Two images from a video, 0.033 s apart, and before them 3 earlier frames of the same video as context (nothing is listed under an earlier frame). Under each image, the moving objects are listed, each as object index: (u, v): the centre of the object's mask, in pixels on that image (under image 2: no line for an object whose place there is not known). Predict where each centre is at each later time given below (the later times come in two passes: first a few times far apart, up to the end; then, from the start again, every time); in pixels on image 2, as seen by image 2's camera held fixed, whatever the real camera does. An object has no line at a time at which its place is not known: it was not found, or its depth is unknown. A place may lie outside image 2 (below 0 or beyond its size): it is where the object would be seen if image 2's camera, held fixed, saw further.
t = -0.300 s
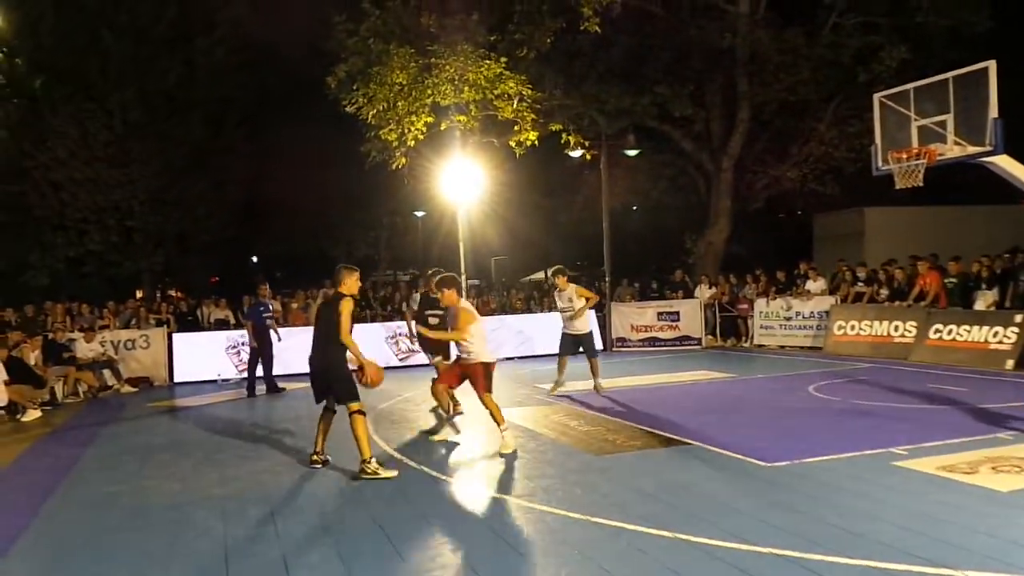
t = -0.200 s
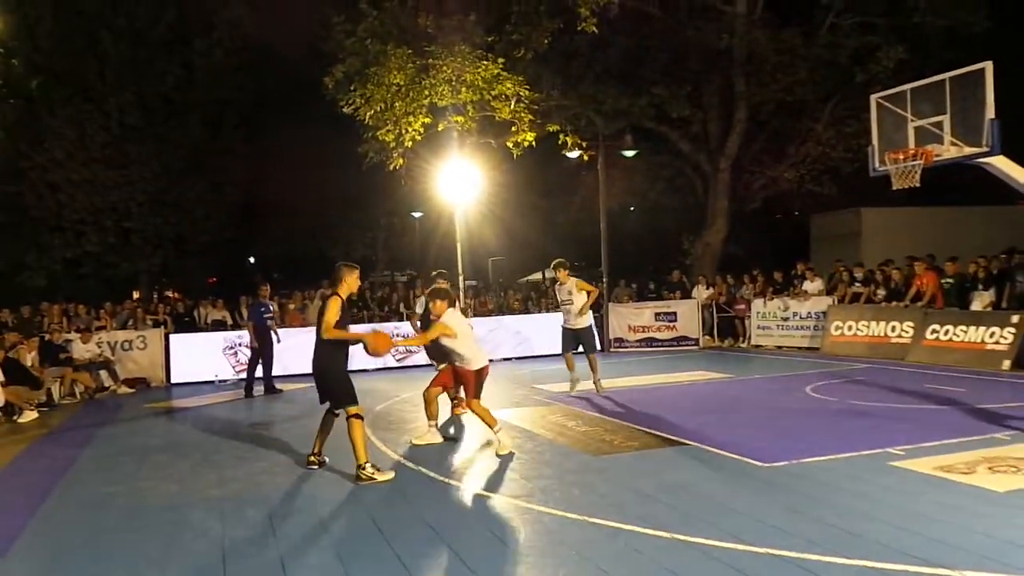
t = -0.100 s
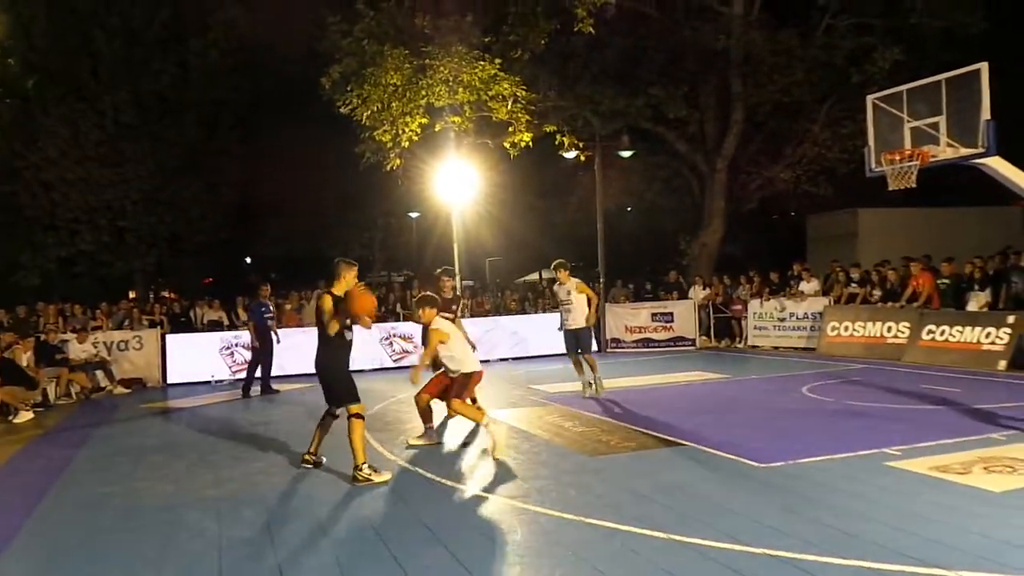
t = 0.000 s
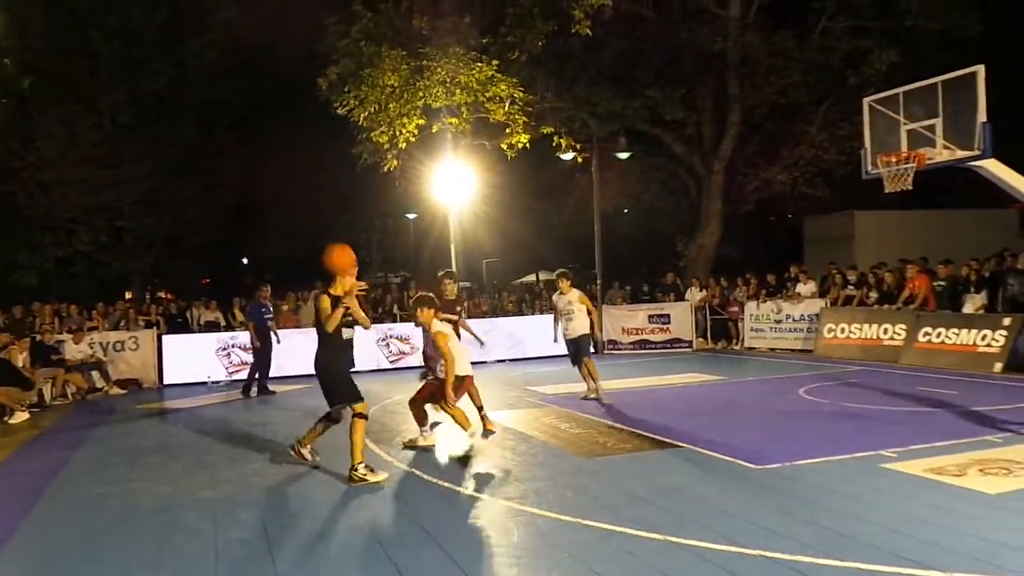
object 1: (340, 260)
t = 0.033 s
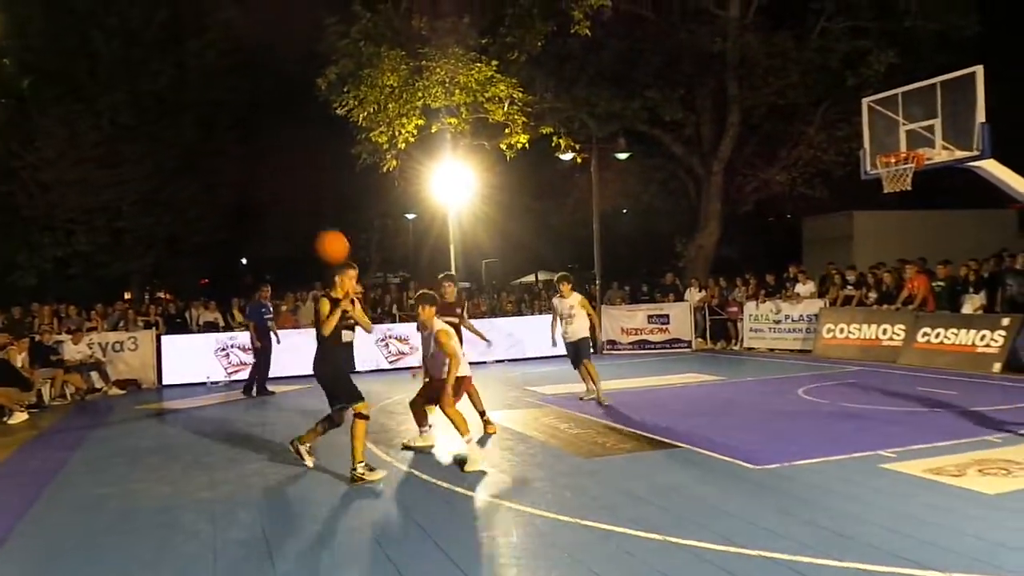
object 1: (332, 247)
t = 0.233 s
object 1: (287, 189)
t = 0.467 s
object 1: (224, 189)
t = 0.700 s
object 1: (148, 298)
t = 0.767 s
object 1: (125, 361)
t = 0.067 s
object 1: (325, 234)
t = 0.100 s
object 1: (318, 223)
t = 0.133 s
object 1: (310, 213)
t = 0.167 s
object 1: (303, 204)
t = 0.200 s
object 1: (295, 196)
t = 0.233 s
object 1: (287, 189)
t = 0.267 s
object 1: (278, 184)
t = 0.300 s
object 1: (270, 181)
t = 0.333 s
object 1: (261, 179)
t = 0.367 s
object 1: (252, 179)
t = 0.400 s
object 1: (243, 180)
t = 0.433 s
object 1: (233, 183)
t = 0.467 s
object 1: (224, 189)
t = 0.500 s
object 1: (213, 197)
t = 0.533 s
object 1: (203, 206)
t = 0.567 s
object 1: (193, 219)
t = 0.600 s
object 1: (182, 234)
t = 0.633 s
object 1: (171, 253)
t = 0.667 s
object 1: (160, 274)
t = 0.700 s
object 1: (148, 298)
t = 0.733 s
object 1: (134, 326)
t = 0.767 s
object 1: (125, 361)
